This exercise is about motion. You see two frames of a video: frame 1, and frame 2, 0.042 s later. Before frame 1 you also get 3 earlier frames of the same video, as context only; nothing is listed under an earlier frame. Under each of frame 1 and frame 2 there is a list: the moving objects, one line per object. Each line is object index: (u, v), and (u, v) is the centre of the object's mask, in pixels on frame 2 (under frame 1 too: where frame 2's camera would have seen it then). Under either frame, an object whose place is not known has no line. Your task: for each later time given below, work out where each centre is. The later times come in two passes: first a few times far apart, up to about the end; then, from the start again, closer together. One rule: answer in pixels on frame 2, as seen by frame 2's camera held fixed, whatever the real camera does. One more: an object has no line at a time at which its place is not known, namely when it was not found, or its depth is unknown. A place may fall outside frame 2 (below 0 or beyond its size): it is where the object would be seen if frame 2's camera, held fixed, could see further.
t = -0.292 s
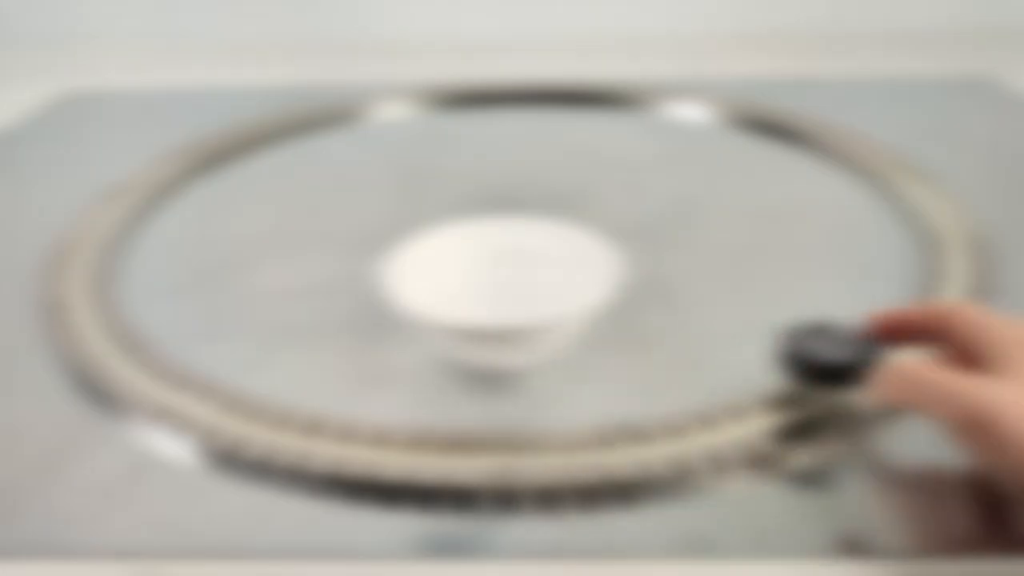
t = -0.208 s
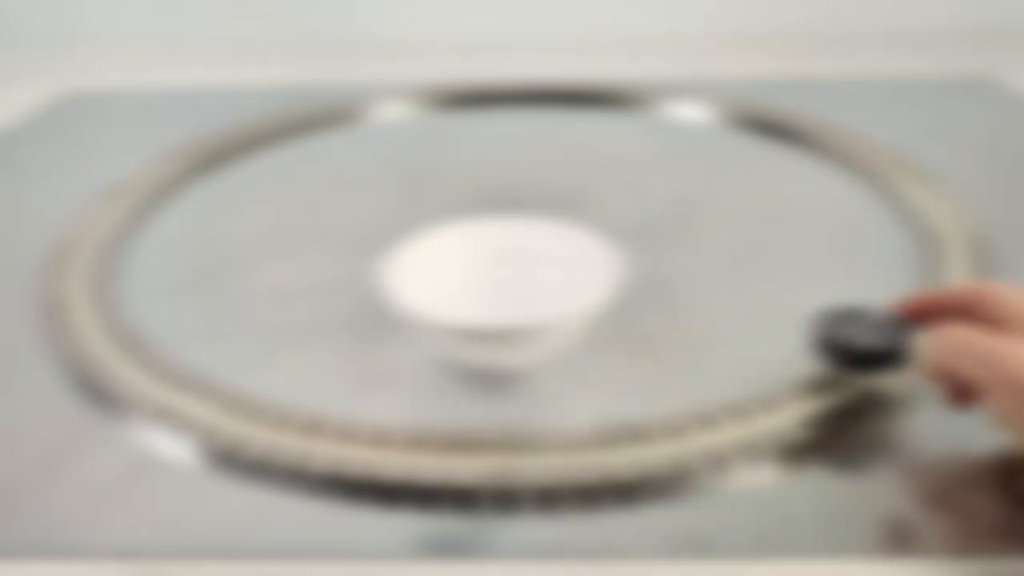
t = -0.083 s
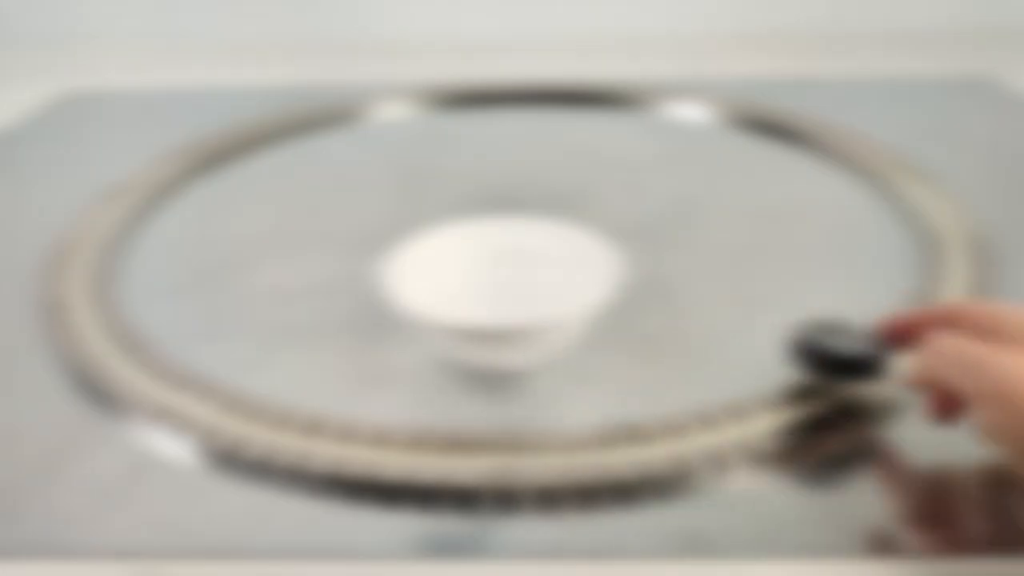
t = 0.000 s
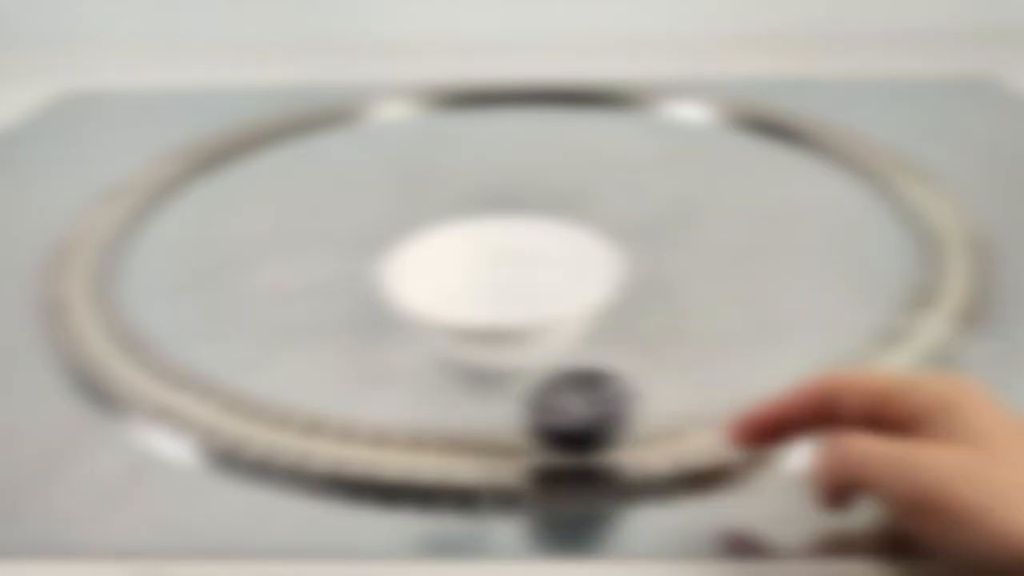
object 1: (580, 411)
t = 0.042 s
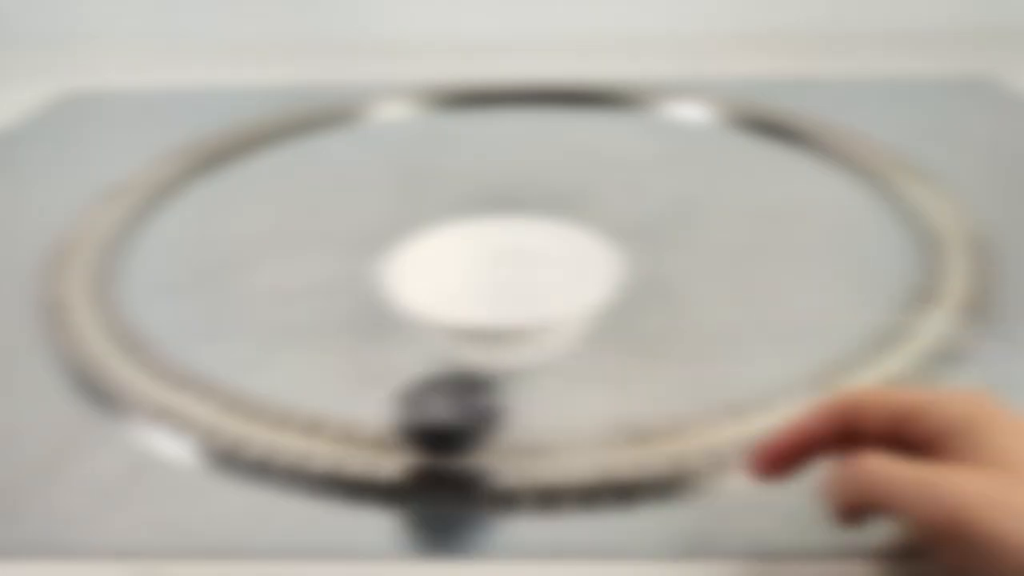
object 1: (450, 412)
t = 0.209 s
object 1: (85, 288)
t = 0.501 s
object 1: (336, 85)
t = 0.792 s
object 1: (765, 91)
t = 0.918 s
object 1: (913, 157)
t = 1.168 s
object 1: (735, 386)
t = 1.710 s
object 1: (257, 104)
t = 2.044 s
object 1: (735, 85)
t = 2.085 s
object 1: (783, 96)
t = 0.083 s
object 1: (327, 401)
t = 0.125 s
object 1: (181, 362)
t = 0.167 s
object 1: (123, 328)
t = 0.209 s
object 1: (85, 288)
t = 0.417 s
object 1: (213, 120)
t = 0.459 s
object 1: (259, 103)
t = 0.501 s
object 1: (336, 85)
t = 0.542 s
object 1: (389, 76)
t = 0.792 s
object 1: (765, 91)
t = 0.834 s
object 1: (814, 105)
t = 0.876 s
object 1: (878, 134)
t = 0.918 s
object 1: (913, 157)
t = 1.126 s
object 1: (829, 357)
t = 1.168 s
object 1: (735, 386)
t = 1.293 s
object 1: (323, 400)
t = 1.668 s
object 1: (233, 111)
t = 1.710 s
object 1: (257, 104)
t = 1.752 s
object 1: (306, 92)
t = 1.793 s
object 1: (377, 77)
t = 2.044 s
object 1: (735, 85)
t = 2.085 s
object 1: (783, 96)
